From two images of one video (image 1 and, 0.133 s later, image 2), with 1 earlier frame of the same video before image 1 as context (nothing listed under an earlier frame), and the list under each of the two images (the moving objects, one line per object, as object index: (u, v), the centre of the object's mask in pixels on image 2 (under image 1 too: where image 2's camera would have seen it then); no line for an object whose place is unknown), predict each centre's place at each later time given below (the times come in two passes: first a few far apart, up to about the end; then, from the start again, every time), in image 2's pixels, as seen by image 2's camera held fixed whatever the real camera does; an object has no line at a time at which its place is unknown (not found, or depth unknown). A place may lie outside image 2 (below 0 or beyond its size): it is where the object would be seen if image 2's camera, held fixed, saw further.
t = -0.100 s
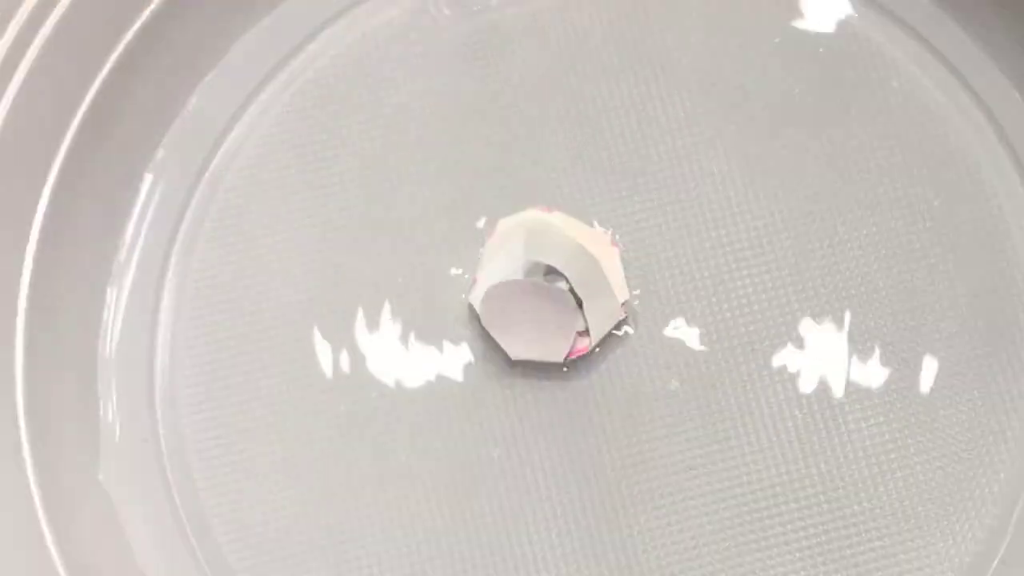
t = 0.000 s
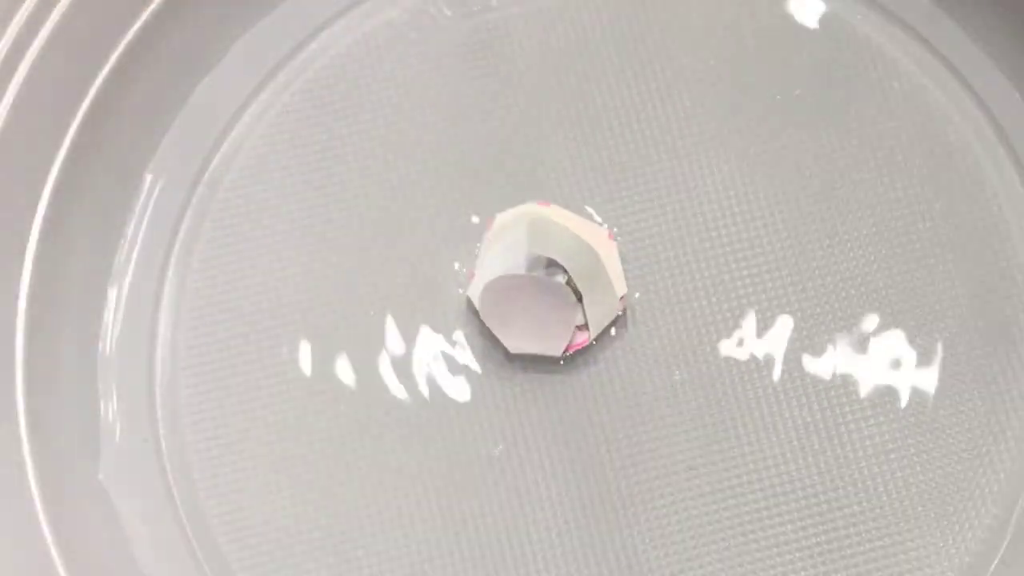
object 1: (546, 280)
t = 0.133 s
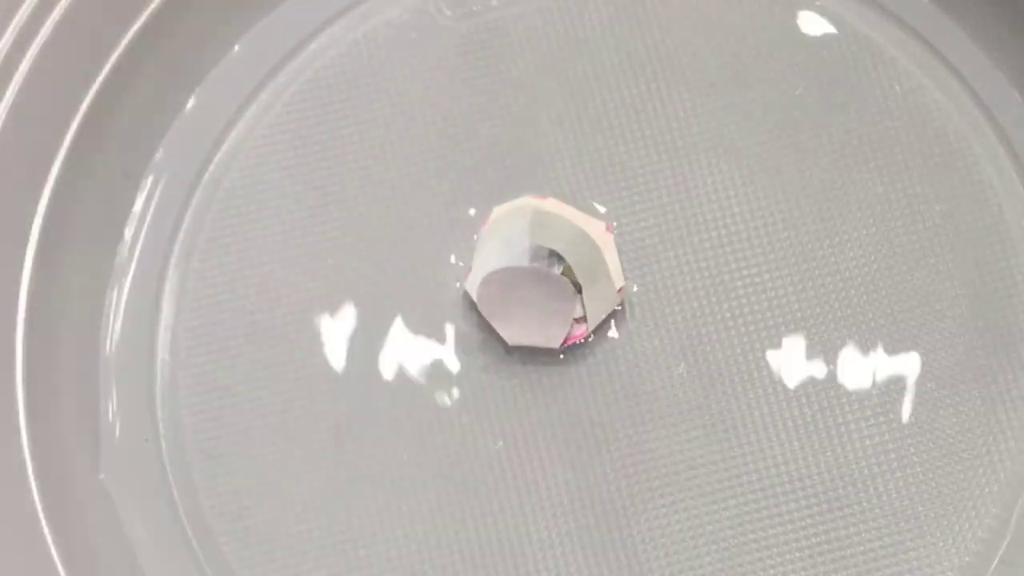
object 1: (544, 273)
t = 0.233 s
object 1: (543, 268)
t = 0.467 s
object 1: (539, 256)
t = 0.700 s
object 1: (534, 244)
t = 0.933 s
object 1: (531, 231)
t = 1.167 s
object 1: (530, 220)
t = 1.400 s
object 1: (526, 210)
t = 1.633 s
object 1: (522, 201)
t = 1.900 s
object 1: (514, 190)
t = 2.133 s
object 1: (509, 182)
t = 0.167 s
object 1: (544, 271)
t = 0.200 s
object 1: (543, 270)
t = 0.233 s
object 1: (543, 268)
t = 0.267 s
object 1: (543, 266)
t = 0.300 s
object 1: (542, 265)
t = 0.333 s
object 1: (542, 263)
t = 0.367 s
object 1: (541, 261)
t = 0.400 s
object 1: (540, 258)
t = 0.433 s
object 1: (540, 257)
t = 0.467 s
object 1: (539, 256)
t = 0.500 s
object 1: (538, 255)
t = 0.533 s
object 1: (538, 253)
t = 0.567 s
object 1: (538, 251)
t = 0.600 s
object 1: (536, 249)
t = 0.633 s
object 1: (535, 248)
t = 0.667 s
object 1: (535, 246)
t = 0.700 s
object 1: (534, 244)
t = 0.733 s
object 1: (534, 242)
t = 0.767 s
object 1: (534, 241)
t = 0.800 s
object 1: (533, 239)
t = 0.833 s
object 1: (532, 237)
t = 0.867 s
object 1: (532, 235)
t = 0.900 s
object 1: (532, 233)
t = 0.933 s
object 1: (531, 231)
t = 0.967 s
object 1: (531, 229)
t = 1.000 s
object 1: (530, 228)
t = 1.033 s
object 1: (531, 227)
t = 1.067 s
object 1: (530, 226)
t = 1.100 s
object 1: (531, 225)
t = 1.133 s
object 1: (530, 223)
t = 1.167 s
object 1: (530, 220)
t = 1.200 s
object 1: (529, 219)
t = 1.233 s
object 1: (529, 218)
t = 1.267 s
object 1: (529, 216)
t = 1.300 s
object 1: (528, 215)
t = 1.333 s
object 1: (527, 213)
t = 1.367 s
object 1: (527, 212)
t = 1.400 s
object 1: (526, 210)
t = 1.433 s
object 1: (526, 209)
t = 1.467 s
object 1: (525, 207)
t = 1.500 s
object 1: (524, 205)
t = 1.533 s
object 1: (524, 204)
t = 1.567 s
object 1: (524, 203)
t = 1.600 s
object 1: (523, 202)
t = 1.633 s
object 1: (522, 201)
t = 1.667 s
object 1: (520, 200)
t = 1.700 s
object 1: (520, 198)
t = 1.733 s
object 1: (519, 197)
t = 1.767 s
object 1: (518, 195)
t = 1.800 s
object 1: (517, 193)
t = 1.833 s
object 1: (515, 192)
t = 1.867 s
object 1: (514, 191)
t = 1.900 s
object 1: (514, 190)
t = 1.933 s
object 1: (513, 189)
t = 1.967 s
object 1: (512, 187)
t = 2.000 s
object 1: (511, 186)
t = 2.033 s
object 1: (510, 185)
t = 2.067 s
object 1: (510, 184)
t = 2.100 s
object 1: (509, 183)
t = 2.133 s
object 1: (509, 182)
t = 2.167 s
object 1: (508, 180)
